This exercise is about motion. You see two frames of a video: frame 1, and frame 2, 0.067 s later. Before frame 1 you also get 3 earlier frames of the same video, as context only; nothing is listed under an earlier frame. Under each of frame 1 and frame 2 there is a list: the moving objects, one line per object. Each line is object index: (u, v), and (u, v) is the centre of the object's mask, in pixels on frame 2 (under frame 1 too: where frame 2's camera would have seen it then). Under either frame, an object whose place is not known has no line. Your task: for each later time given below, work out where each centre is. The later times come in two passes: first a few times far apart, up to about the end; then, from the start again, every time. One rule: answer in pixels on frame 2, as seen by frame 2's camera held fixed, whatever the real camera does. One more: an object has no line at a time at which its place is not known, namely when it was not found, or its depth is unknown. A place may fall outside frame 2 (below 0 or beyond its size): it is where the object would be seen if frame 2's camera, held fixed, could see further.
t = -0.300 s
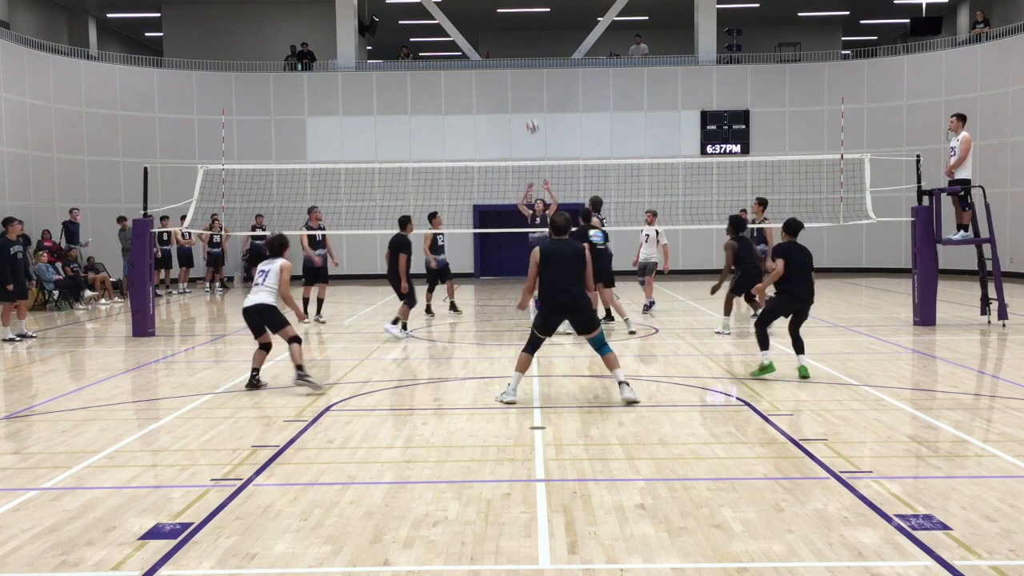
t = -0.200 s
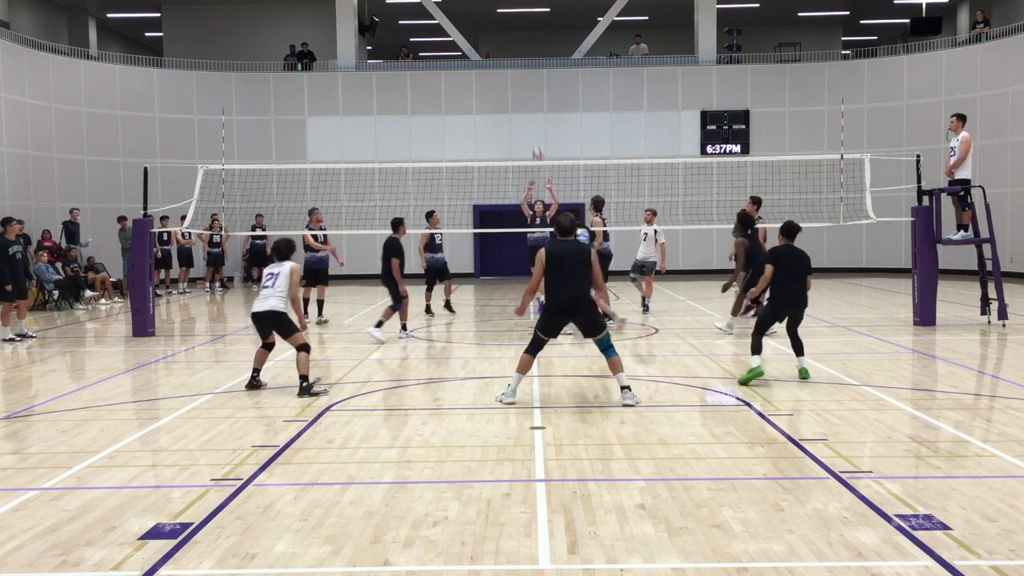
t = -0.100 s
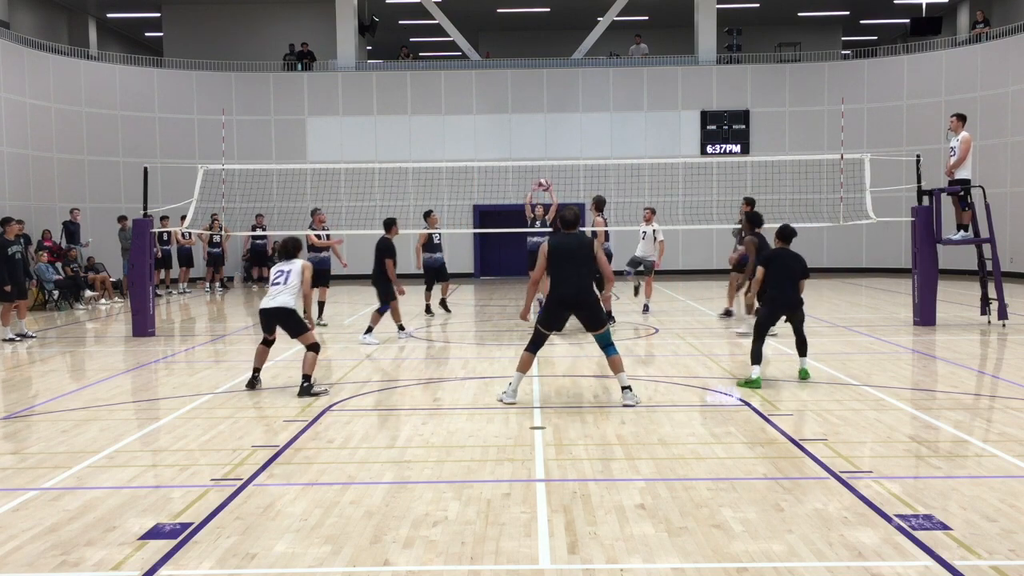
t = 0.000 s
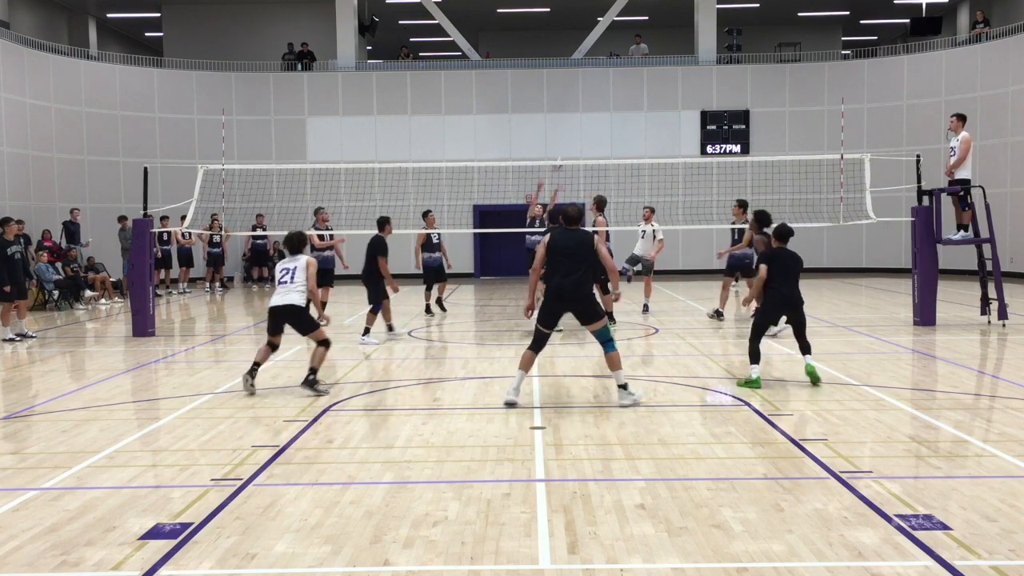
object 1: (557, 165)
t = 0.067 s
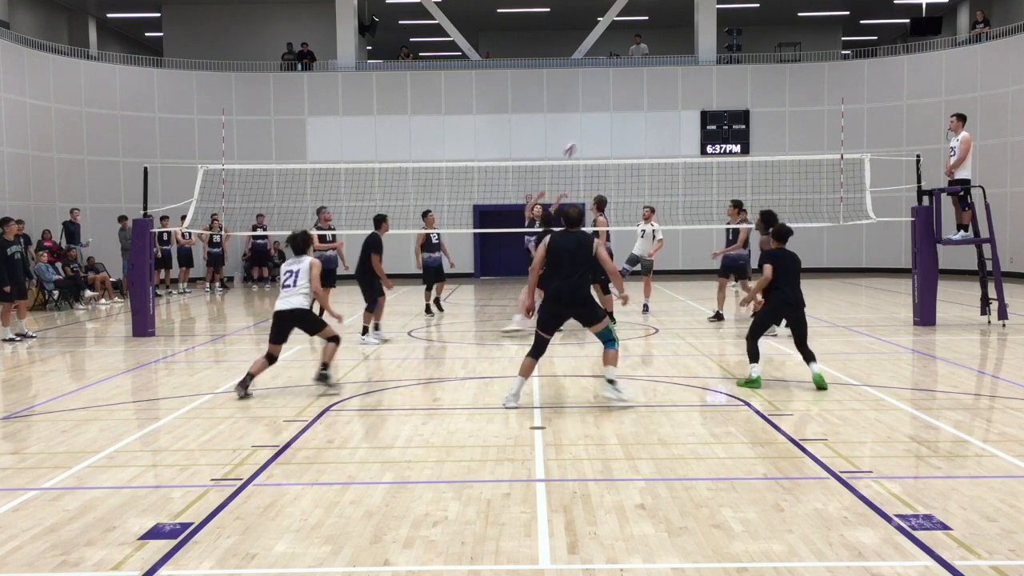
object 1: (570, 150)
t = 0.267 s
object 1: (609, 118)
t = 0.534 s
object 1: (676, 111)
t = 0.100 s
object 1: (576, 143)
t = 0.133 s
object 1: (582, 137)
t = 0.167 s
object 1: (589, 132)
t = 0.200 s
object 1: (595, 126)
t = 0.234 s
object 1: (602, 122)
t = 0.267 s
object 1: (609, 118)
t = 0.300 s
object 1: (617, 114)
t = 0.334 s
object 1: (625, 111)
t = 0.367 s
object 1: (632, 109)
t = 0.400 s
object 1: (640, 108)
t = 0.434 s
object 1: (649, 108)
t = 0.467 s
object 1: (657, 108)
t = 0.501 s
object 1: (667, 109)
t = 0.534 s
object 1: (676, 111)
